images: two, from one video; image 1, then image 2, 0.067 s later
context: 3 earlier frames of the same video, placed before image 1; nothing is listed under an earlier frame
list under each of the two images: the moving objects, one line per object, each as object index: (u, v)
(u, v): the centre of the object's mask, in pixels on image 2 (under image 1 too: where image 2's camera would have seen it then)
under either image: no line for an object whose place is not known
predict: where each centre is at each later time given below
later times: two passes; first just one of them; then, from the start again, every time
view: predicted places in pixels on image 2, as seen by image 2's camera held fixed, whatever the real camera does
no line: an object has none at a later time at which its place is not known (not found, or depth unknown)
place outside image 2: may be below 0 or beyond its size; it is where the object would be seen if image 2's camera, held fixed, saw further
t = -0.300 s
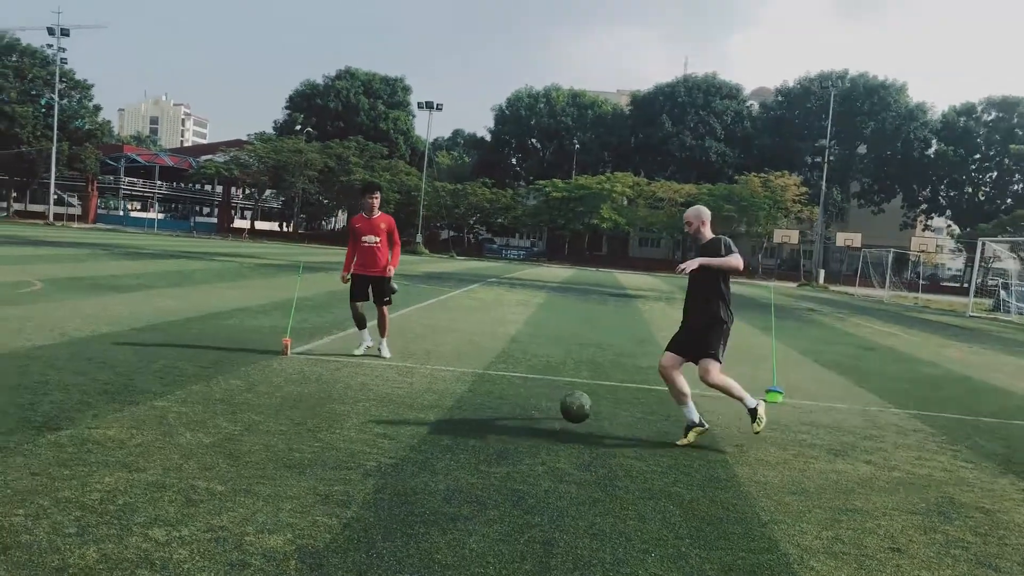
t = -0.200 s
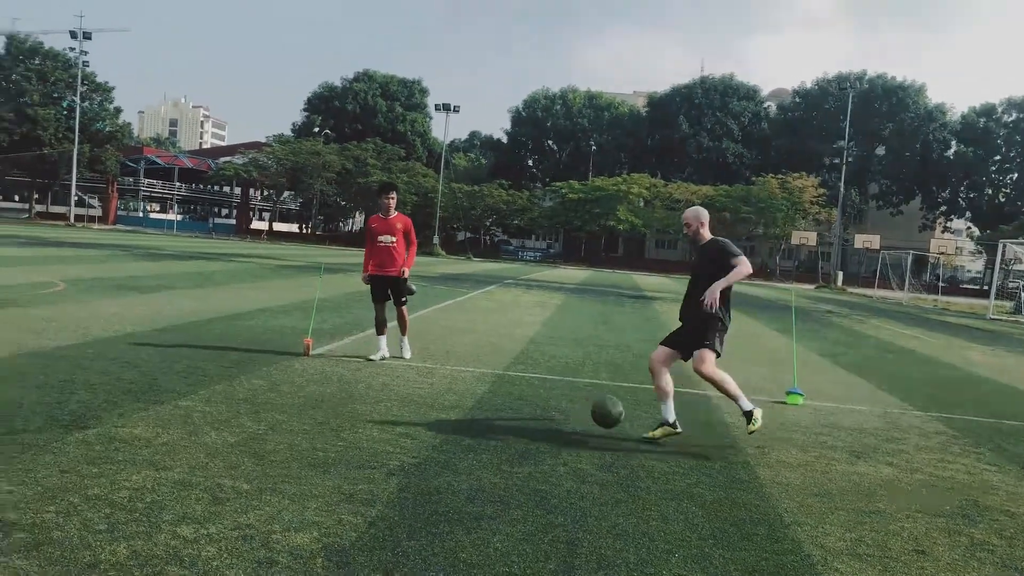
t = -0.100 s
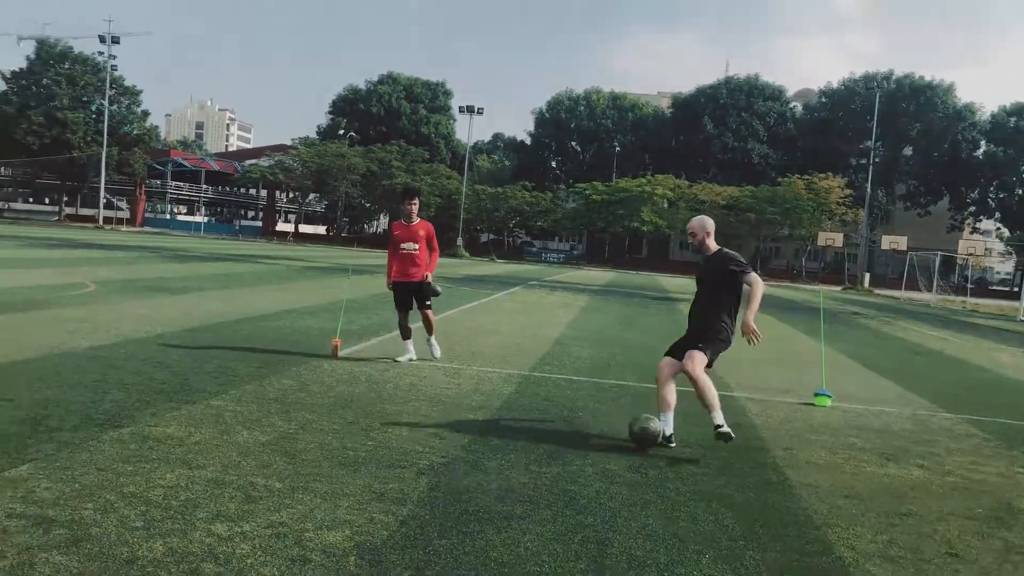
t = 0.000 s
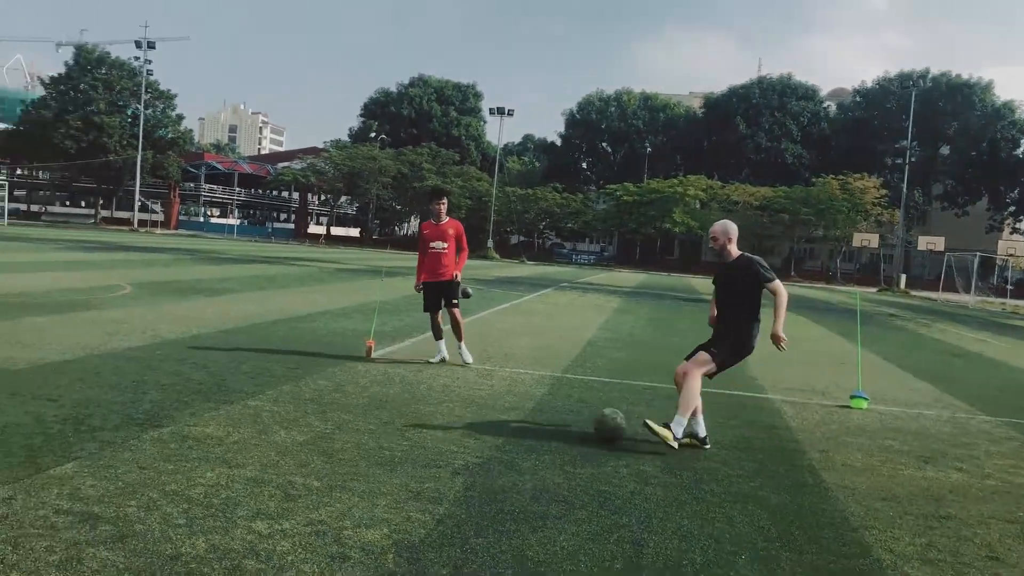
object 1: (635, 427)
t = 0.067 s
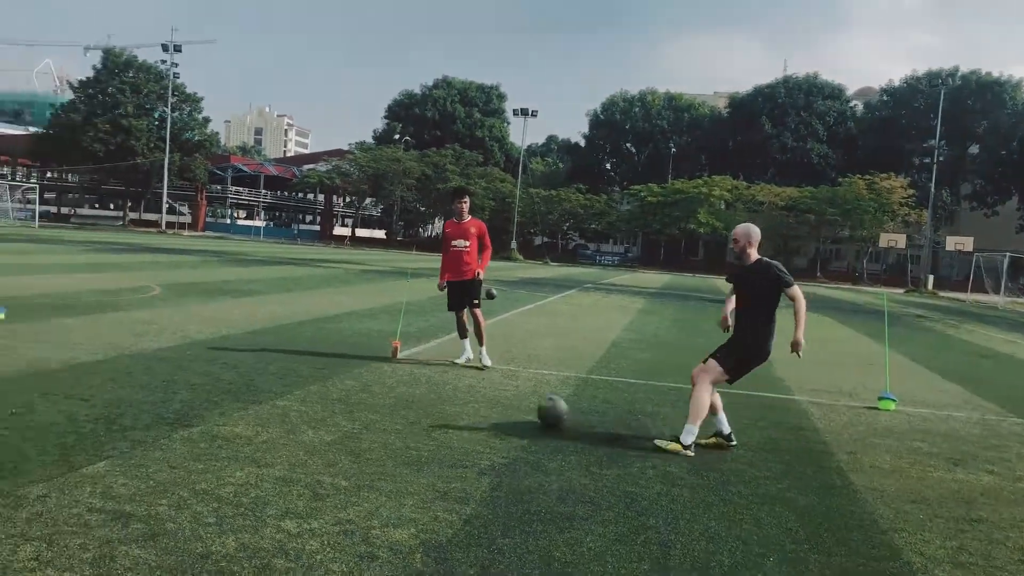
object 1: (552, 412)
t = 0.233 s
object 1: (386, 384)
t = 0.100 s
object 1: (514, 406)
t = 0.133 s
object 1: (478, 402)
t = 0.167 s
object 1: (446, 395)
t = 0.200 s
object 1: (415, 388)
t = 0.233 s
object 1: (386, 384)
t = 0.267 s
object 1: (357, 381)
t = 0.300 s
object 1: (329, 380)
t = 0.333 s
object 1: (304, 375)
